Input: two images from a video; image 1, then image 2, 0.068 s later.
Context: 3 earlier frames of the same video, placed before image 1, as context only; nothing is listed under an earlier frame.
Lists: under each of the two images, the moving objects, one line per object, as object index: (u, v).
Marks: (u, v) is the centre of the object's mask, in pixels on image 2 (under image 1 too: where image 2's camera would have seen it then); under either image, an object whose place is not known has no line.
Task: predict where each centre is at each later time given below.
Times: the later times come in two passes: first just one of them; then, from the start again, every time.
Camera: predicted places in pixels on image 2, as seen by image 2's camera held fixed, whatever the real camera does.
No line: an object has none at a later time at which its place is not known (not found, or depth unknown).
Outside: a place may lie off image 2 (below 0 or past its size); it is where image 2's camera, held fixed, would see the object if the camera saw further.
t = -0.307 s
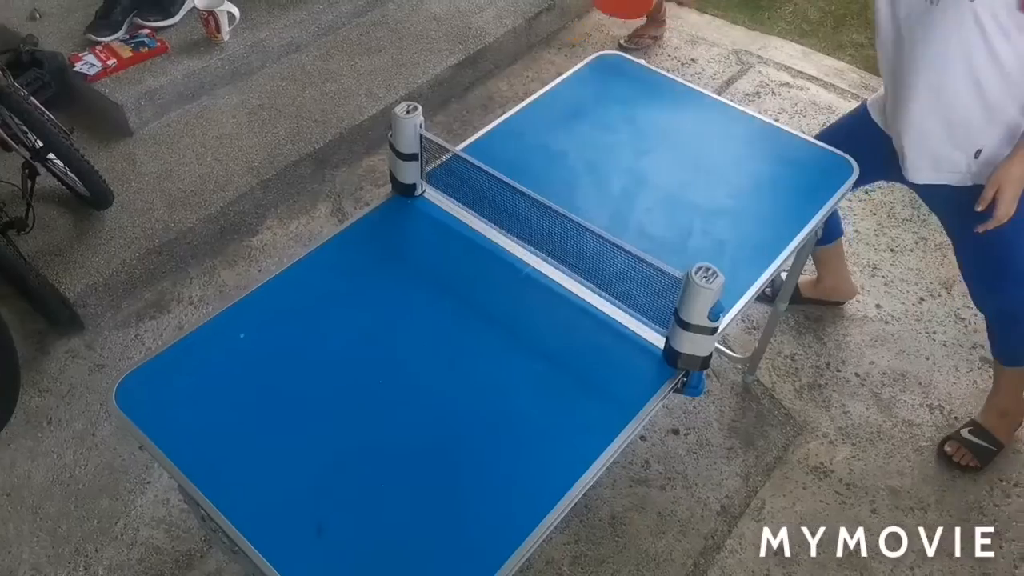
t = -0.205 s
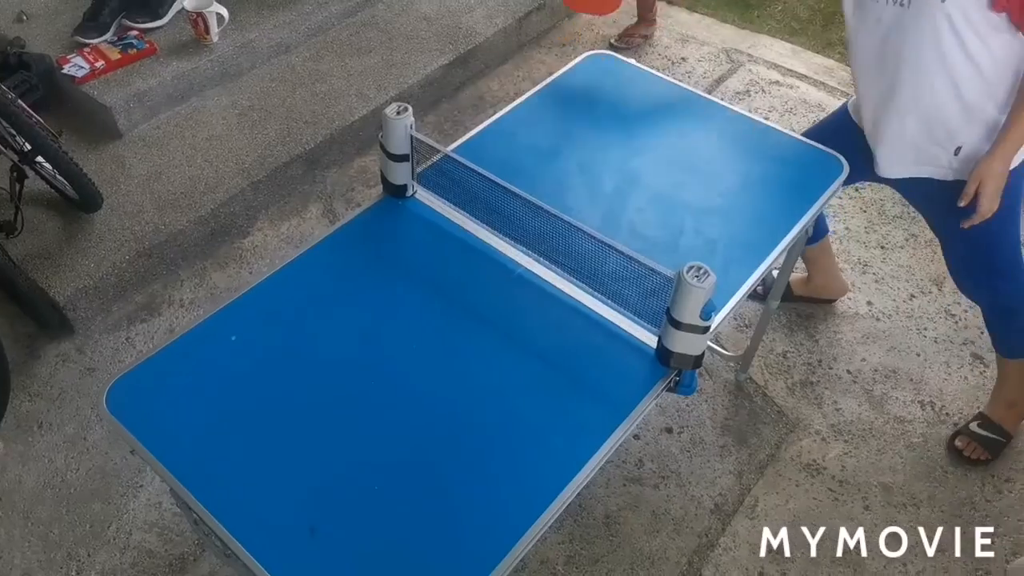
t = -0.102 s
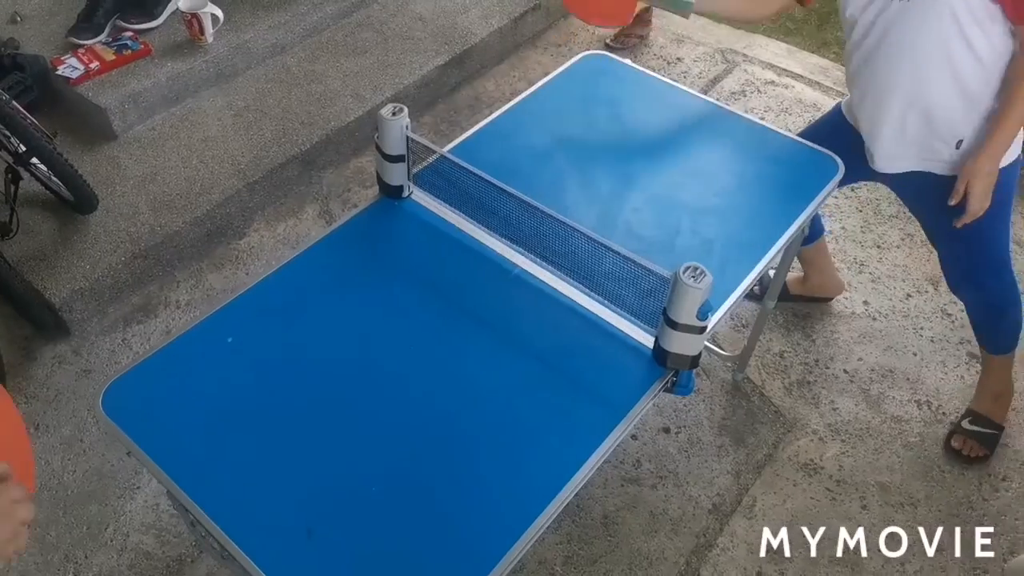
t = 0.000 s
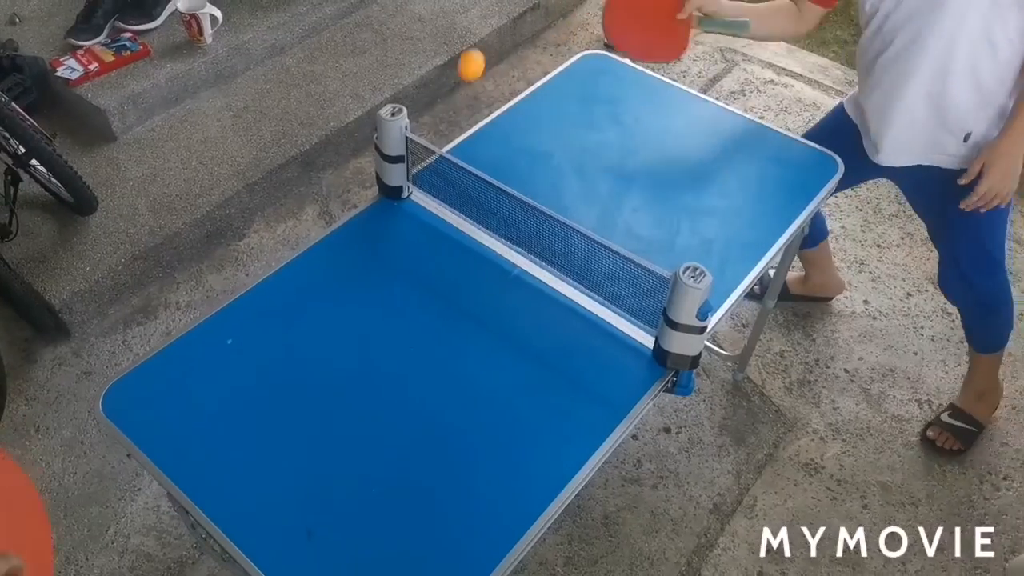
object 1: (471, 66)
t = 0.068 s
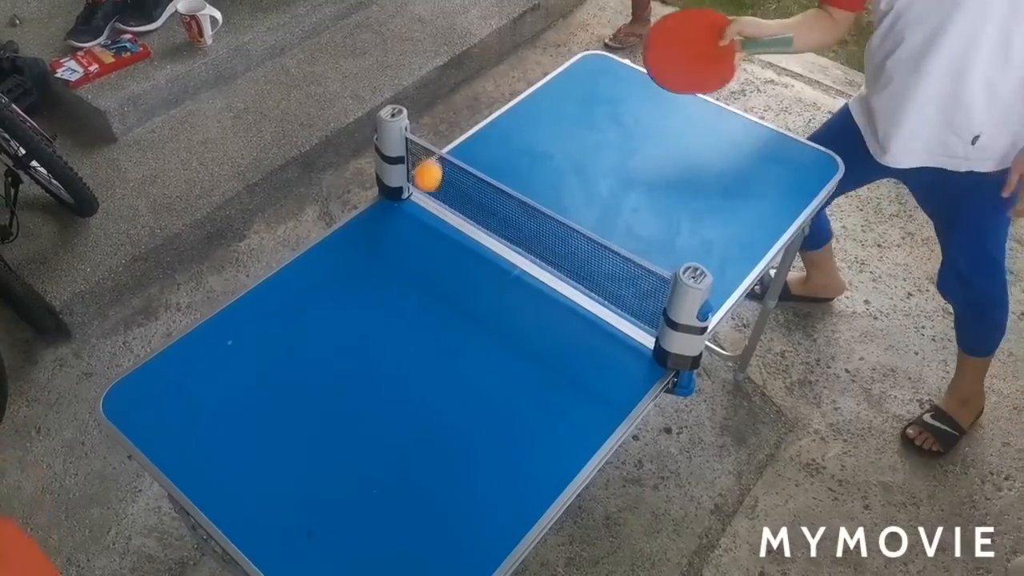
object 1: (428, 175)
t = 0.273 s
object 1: (282, 375)
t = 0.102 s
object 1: (407, 242)
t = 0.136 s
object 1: (386, 314)
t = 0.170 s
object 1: (364, 337)
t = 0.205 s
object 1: (339, 343)
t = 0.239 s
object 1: (312, 355)
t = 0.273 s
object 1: (282, 375)
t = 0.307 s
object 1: (250, 403)
